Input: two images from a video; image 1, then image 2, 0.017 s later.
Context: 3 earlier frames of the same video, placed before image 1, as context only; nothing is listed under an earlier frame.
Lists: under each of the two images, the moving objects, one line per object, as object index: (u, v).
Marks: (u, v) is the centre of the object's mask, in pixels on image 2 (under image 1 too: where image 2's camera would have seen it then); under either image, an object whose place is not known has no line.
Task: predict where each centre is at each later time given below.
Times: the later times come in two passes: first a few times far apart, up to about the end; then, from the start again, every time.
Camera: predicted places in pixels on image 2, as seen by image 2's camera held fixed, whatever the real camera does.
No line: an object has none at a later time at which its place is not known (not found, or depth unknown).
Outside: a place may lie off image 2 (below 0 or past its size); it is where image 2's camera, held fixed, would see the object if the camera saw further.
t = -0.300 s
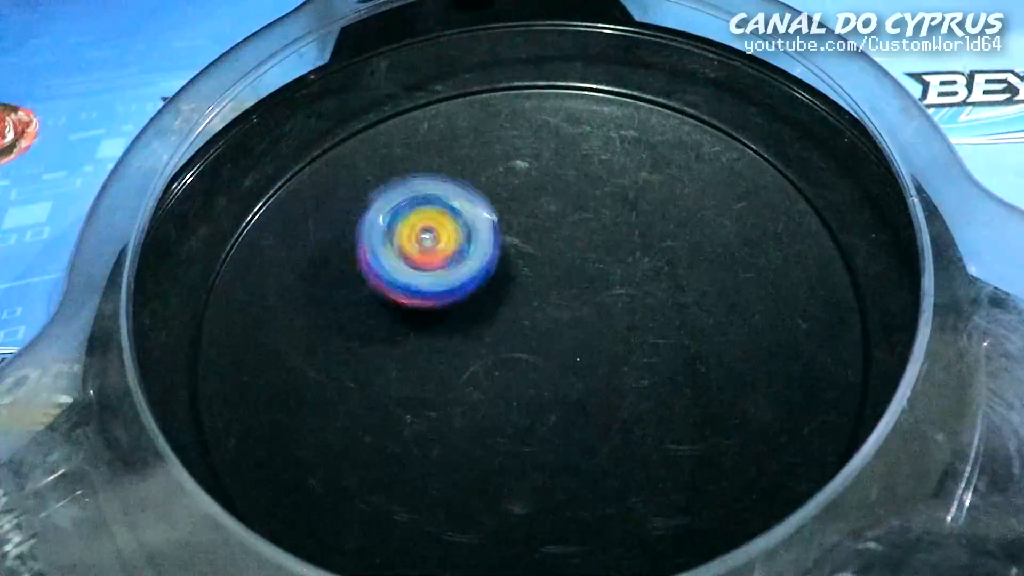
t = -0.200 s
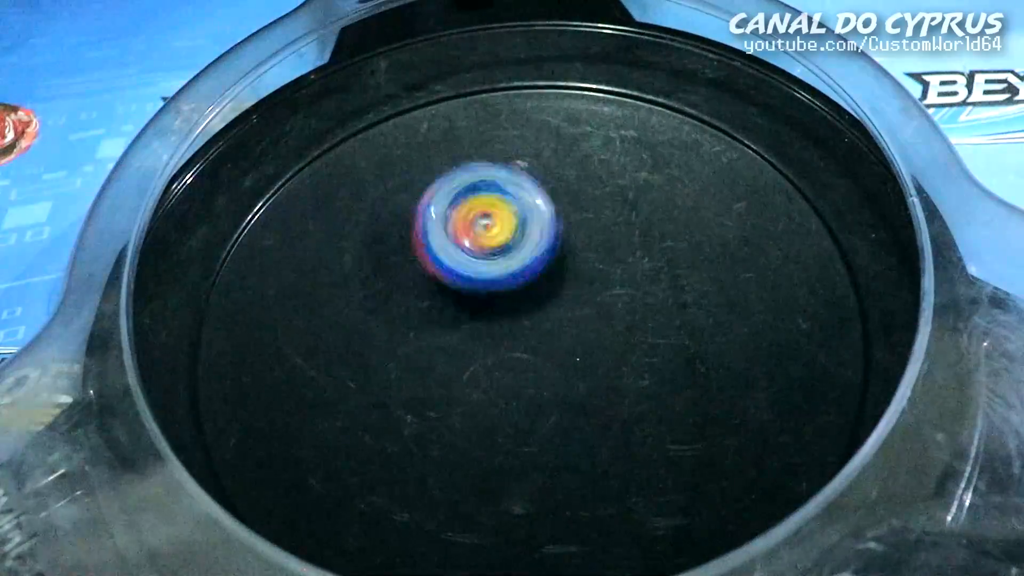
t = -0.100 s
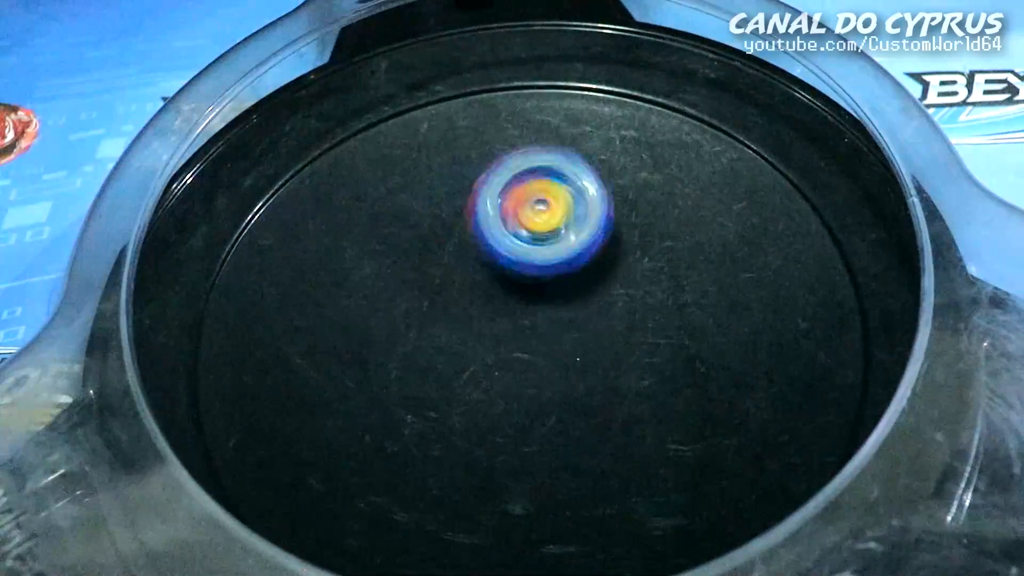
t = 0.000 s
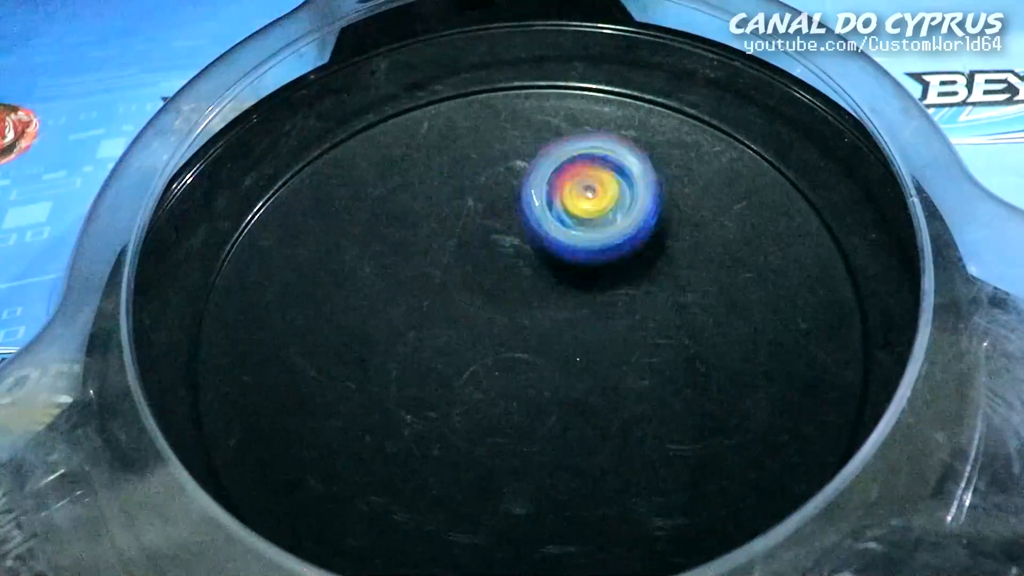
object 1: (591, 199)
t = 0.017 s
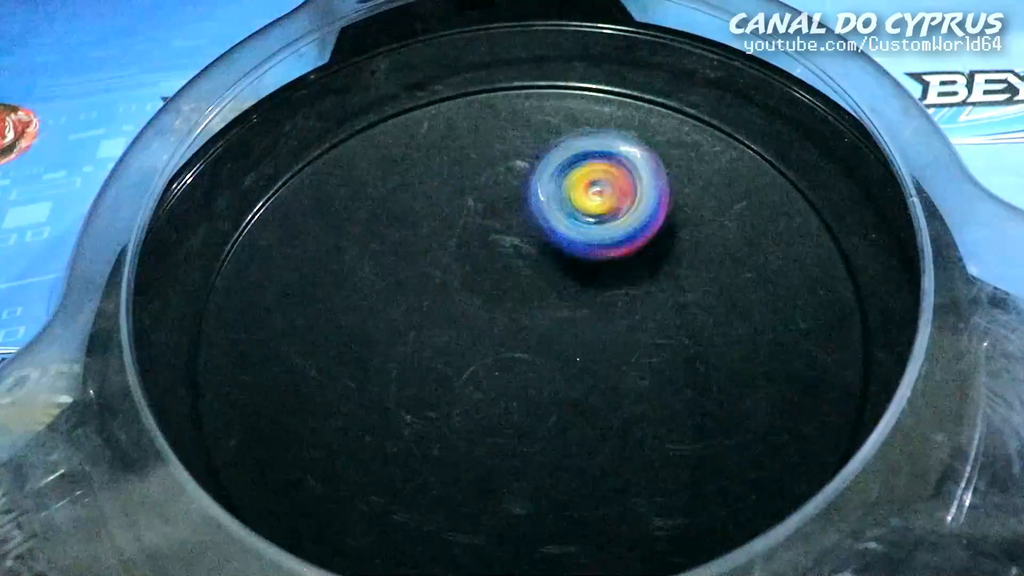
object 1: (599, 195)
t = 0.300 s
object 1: (664, 205)
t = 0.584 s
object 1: (655, 329)
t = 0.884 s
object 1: (619, 444)
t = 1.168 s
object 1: (521, 442)
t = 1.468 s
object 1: (405, 367)
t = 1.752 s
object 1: (386, 296)
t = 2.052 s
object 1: (457, 242)
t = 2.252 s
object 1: (533, 226)
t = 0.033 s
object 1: (607, 194)
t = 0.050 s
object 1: (612, 192)
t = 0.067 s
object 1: (620, 190)
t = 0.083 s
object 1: (625, 190)
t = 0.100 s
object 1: (630, 187)
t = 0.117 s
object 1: (637, 186)
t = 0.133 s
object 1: (640, 187)
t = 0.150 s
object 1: (644, 185)
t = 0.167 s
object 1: (650, 187)
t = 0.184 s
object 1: (654, 188)
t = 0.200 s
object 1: (657, 188)
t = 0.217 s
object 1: (659, 189)
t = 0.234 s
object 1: (660, 192)
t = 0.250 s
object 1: (661, 193)
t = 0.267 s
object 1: (662, 198)
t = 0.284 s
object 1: (662, 201)
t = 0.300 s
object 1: (664, 205)
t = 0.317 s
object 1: (662, 212)
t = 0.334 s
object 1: (663, 218)
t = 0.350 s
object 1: (664, 223)
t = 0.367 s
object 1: (664, 231)
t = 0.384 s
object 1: (663, 237)
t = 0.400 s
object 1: (664, 243)
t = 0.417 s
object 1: (664, 250)
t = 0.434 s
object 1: (663, 258)
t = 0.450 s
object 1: (664, 264)
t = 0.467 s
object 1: (663, 272)
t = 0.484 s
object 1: (661, 281)
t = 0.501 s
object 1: (660, 288)
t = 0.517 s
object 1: (660, 295)
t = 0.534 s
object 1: (658, 305)
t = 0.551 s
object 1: (657, 312)
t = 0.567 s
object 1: (657, 320)
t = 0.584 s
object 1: (655, 329)
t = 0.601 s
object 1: (655, 336)
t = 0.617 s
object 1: (654, 345)
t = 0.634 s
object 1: (651, 353)
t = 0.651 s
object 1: (651, 360)
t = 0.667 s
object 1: (651, 368)
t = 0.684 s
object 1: (648, 376)
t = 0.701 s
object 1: (647, 382)
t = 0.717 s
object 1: (646, 390)
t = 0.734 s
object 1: (643, 398)
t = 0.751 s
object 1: (642, 403)
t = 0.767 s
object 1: (640, 410)
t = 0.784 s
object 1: (636, 417)
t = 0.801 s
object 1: (636, 422)
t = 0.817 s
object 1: (633, 428)
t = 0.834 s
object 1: (628, 432)
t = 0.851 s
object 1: (628, 436)
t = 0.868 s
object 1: (623, 441)
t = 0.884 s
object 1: (619, 444)
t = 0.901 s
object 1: (617, 448)
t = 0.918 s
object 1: (612, 452)
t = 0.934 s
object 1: (605, 454)
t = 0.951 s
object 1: (602, 456)
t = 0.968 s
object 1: (597, 458)
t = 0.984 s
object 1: (592, 458)
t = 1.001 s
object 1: (590, 457)
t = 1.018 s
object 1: (583, 458)
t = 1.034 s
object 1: (576, 457)
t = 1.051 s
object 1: (572, 456)
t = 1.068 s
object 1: (563, 456)
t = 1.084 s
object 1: (555, 453)
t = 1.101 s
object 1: (550, 450)
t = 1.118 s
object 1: (541, 450)
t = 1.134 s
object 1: (534, 447)
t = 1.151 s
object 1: (528, 442)
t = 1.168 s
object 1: (521, 442)
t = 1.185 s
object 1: (515, 439)
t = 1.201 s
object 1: (506, 433)
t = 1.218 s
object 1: (499, 432)
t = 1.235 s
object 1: (493, 429)
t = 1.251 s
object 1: (484, 423)
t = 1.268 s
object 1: (479, 420)
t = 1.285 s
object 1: (472, 417)
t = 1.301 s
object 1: (462, 412)
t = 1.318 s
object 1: (457, 407)
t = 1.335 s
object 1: (450, 404)
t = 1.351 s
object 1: (442, 399)
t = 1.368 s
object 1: (438, 394)
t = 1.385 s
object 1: (430, 391)
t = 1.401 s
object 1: (425, 388)
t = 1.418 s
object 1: (420, 381)
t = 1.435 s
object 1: (414, 379)
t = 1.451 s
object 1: (410, 375)
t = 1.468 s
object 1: (405, 367)
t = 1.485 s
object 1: (401, 364)
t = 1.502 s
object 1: (397, 361)
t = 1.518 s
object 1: (392, 355)
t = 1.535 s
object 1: (391, 351)
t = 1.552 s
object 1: (386, 347)
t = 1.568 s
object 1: (383, 342)
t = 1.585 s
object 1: (384, 337)
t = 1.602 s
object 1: (380, 335)
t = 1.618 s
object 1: (379, 330)
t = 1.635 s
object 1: (381, 324)
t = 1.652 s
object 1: (379, 322)
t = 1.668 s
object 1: (379, 317)
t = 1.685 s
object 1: (380, 311)
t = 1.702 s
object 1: (382, 309)
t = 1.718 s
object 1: (380, 305)
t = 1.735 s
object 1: (382, 300)
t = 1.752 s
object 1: (386, 296)
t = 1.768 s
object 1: (385, 293)
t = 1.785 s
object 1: (387, 287)
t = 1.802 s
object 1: (393, 283)
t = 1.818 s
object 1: (394, 281)
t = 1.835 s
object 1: (397, 276)
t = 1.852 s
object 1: (402, 271)
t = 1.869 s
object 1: (404, 269)
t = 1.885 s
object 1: (406, 267)
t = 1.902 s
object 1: (410, 262)
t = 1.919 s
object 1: (417, 259)
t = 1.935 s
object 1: (419, 257)
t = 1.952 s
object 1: (423, 254)
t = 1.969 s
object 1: (431, 251)
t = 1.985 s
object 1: (435, 250)
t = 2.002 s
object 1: (440, 248)
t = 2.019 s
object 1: (446, 244)
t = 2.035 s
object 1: (453, 243)
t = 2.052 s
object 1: (457, 242)
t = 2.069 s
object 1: (462, 239)
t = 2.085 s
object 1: (471, 238)
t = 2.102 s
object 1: (476, 237)
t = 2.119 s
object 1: (481, 236)
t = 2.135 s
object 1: (488, 233)
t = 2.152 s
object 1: (496, 233)
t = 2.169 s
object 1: (502, 232)
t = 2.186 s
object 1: (507, 230)
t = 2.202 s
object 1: (514, 229)
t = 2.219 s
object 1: (520, 230)
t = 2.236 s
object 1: (526, 228)
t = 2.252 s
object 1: (533, 226)
